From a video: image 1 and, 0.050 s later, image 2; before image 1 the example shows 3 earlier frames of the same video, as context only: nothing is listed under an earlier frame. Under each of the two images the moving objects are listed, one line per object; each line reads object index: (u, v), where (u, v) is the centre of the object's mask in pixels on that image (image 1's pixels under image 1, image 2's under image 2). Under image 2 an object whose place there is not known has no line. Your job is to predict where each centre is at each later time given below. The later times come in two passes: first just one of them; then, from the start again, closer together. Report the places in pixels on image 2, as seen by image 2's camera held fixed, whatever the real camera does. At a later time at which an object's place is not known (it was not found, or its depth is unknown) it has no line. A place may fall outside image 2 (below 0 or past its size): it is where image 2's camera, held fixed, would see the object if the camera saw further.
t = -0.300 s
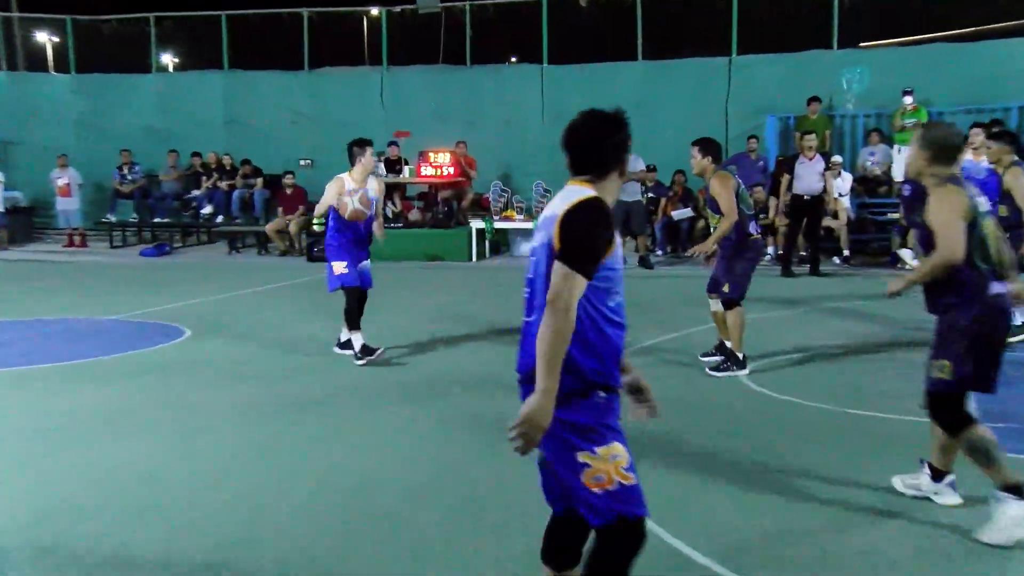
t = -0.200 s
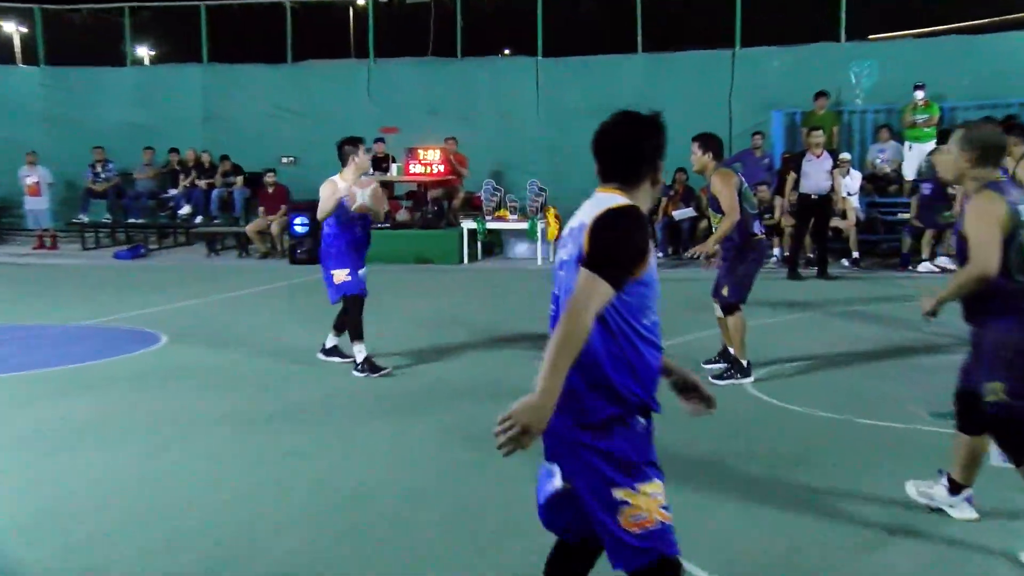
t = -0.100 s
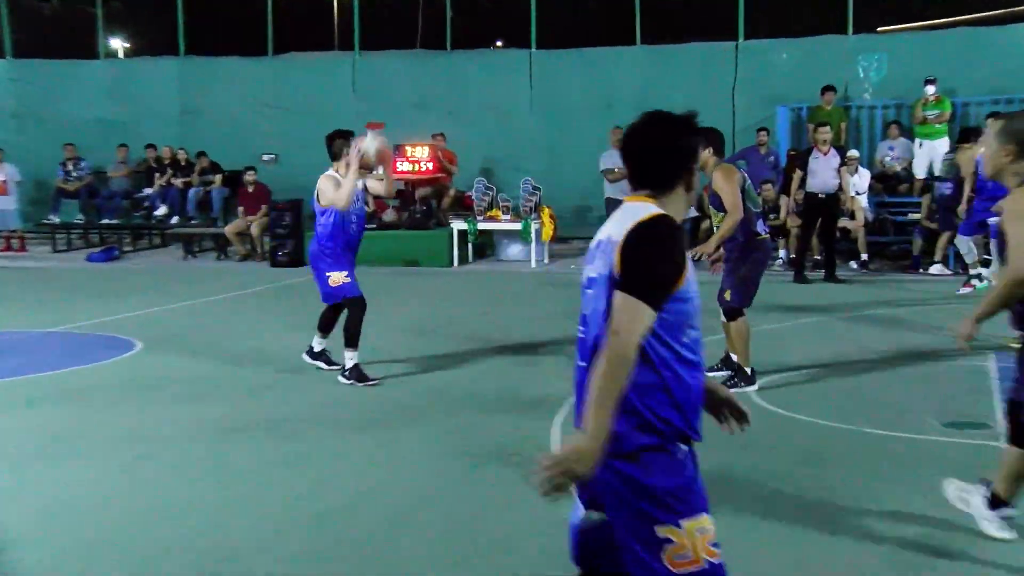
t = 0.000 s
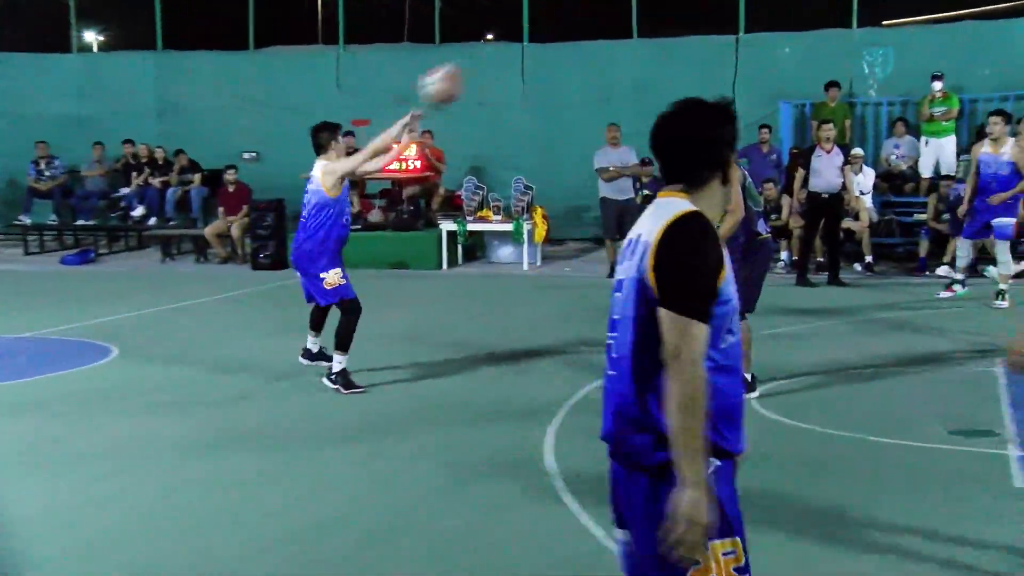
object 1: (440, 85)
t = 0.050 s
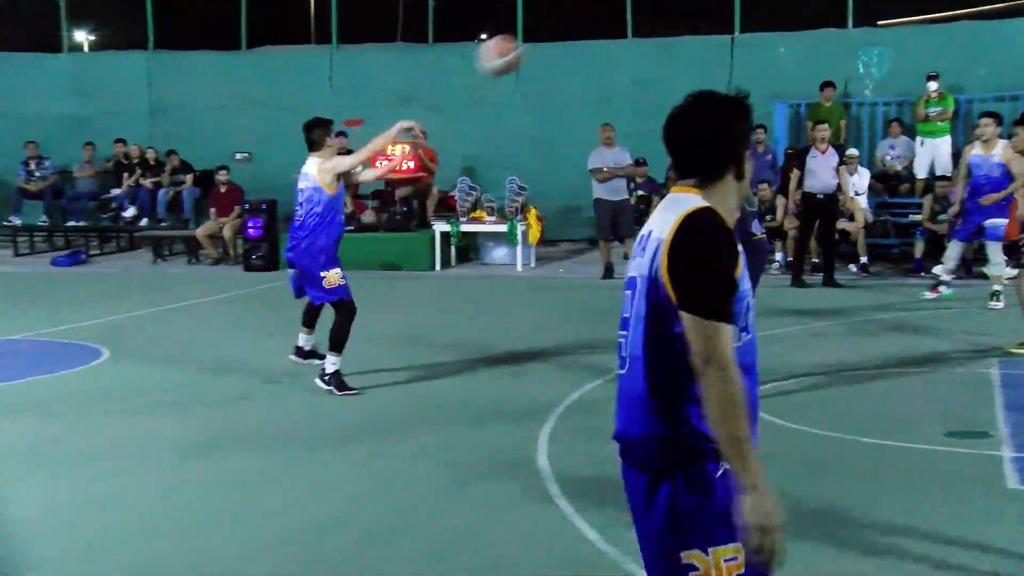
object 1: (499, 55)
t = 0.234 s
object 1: (743, -8)
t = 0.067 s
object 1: (520, 47)
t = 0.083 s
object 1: (543, 37)
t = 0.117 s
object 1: (587, 22)
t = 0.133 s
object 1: (609, 16)
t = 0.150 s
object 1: (630, 12)
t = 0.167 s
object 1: (653, 8)
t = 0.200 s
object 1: (699, 0)
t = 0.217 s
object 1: (720, -4)
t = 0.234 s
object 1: (743, -8)
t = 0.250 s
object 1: (766, -12)
